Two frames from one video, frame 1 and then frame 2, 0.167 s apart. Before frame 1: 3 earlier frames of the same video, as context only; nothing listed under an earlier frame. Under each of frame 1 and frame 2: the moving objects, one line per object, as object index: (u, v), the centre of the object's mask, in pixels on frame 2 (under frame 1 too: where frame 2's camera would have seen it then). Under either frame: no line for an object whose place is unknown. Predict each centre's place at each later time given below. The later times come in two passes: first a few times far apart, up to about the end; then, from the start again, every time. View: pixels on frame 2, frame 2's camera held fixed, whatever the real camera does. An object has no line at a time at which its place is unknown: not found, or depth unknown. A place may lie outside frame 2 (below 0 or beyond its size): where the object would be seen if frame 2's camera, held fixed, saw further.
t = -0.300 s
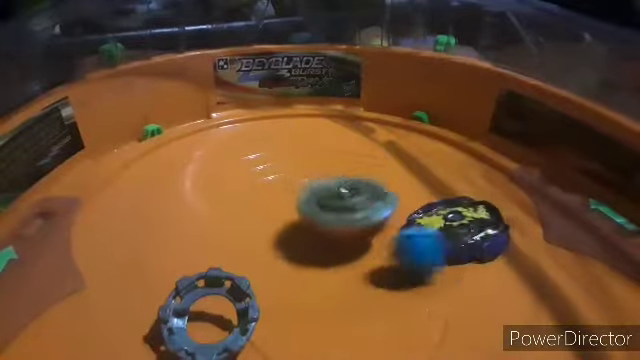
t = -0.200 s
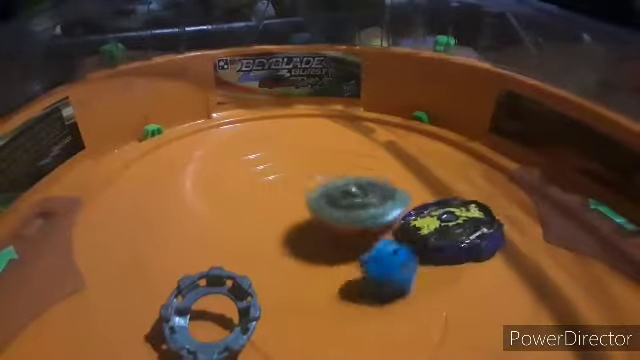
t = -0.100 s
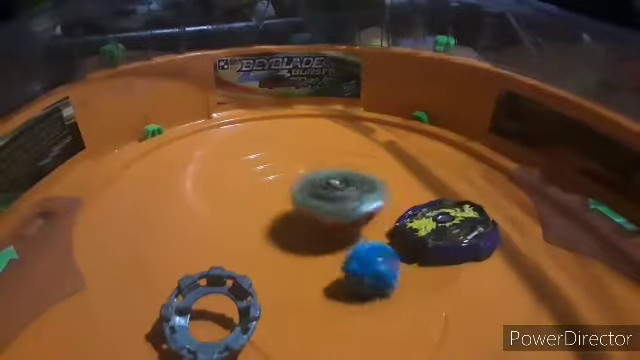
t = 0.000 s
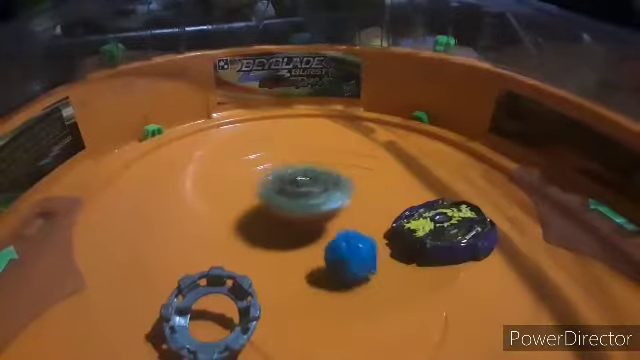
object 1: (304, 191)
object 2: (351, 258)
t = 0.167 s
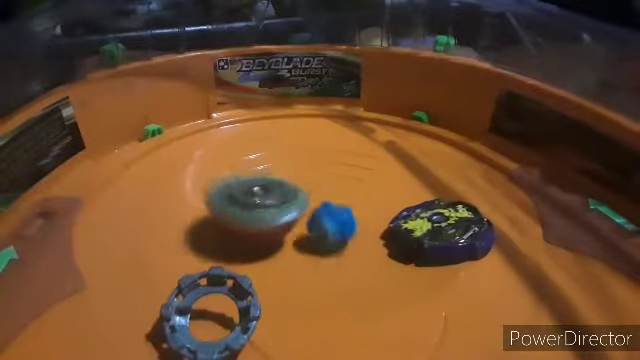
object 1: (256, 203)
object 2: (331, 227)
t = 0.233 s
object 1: (255, 209)
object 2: (327, 209)
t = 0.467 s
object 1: (299, 204)
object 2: (326, 180)
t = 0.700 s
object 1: (292, 182)
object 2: (344, 174)
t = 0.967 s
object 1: (271, 184)
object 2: (345, 183)
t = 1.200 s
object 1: (288, 193)
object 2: (352, 178)
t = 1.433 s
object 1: (313, 196)
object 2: (368, 186)
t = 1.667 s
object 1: (308, 196)
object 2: (368, 187)
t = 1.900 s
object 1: (290, 197)
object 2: (350, 192)
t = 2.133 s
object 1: (288, 194)
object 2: (349, 192)
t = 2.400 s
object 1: (295, 187)
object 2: (352, 191)
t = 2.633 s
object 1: (291, 185)
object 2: (360, 187)
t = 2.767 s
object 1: (294, 186)
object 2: (357, 191)
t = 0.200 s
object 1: (253, 206)
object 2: (328, 217)
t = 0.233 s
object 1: (255, 209)
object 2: (327, 209)
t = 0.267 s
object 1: (259, 211)
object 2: (325, 207)
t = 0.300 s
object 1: (265, 213)
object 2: (325, 202)
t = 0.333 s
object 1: (271, 212)
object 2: (324, 197)
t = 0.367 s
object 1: (278, 210)
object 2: (324, 192)
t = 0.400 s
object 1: (285, 209)
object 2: (323, 188)
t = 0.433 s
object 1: (292, 207)
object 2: (323, 185)
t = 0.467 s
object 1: (299, 204)
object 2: (326, 180)
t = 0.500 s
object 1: (302, 199)
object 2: (333, 176)
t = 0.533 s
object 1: (303, 196)
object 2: (337, 173)
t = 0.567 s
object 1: (303, 193)
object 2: (341, 169)
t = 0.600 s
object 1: (301, 189)
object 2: (344, 168)
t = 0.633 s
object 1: (298, 187)
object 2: (344, 169)
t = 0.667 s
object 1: (297, 184)
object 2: (345, 170)
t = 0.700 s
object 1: (292, 182)
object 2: (344, 174)
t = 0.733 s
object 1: (289, 181)
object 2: (343, 177)
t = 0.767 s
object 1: (285, 179)
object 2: (342, 180)
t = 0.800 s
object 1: (281, 178)
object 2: (342, 180)
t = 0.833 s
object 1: (279, 179)
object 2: (347, 180)
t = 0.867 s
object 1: (275, 180)
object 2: (350, 182)
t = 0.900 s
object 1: (273, 181)
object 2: (350, 183)
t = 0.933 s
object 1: (271, 182)
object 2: (348, 184)
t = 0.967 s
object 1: (271, 184)
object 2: (345, 183)
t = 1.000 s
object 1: (272, 184)
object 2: (341, 184)
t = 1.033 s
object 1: (275, 187)
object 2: (340, 184)
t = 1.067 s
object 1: (278, 188)
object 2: (339, 184)
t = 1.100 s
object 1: (281, 189)
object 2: (338, 185)
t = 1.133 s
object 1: (285, 191)
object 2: (340, 185)
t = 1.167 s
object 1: (286, 191)
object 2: (346, 180)
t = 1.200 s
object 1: (288, 193)
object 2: (352, 178)
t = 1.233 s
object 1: (290, 192)
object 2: (356, 178)
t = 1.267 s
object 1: (293, 194)
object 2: (359, 179)
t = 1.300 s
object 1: (299, 196)
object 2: (361, 181)
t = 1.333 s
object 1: (301, 196)
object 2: (364, 185)
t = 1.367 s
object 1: (306, 196)
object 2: (365, 185)
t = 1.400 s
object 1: (311, 196)
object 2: (366, 185)
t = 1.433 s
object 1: (313, 196)
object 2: (368, 186)
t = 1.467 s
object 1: (313, 197)
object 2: (374, 184)
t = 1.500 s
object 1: (312, 197)
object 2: (379, 183)
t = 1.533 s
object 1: (311, 196)
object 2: (380, 179)
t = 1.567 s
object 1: (311, 196)
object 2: (379, 180)
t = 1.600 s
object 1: (310, 196)
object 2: (377, 181)
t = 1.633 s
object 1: (309, 196)
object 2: (373, 183)
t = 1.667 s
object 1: (308, 196)
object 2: (368, 187)
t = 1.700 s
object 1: (306, 196)
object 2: (363, 190)
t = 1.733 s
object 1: (304, 196)
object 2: (358, 192)
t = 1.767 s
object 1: (301, 196)
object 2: (356, 190)
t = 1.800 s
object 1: (299, 196)
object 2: (354, 191)
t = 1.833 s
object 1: (295, 197)
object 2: (351, 191)
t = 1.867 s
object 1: (293, 196)
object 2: (351, 191)
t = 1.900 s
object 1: (290, 197)
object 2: (350, 192)
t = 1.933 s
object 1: (289, 196)
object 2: (349, 192)
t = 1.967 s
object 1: (288, 197)
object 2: (349, 191)
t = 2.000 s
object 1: (288, 196)
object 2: (349, 192)
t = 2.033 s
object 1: (287, 197)
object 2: (349, 191)
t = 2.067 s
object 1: (288, 195)
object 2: (349, 191)
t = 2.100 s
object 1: (289, 196)
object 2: (349, 191)
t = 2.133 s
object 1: (288, 194)
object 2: (349, 192)
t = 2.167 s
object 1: (289, 194)
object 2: (349, 191)
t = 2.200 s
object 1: (288, 191)
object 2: (349, 192)
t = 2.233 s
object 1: (290, 193)
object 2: (349, 191)
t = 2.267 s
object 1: (290, 190)
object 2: (350, 191)
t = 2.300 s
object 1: (292, 190)
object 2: (351, 190)
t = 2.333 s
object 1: (293, 188)
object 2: (350, 192)
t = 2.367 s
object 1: (295, 188)
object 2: (353, 190)
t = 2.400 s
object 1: (295, 187)
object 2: (352, 191)
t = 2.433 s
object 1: (295, 187)
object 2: (353, 190)
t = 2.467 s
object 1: (293, 185)
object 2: (358, 184)
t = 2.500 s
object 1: (294, 185)
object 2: (360, 186)
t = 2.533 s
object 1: (293, 185)
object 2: (362, 185)
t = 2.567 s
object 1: (292, 185)
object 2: (362, 185)
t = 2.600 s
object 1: (292, 185)
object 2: (361, 186)
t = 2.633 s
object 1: (291, 185)
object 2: (360, 187)
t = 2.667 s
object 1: (292, 186)
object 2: (359, 189)
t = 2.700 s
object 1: (292, 185)
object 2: (358, 190)
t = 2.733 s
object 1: (293, 186)
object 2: (357, 191)
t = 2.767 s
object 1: (294, 186)
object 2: (357, 191)
